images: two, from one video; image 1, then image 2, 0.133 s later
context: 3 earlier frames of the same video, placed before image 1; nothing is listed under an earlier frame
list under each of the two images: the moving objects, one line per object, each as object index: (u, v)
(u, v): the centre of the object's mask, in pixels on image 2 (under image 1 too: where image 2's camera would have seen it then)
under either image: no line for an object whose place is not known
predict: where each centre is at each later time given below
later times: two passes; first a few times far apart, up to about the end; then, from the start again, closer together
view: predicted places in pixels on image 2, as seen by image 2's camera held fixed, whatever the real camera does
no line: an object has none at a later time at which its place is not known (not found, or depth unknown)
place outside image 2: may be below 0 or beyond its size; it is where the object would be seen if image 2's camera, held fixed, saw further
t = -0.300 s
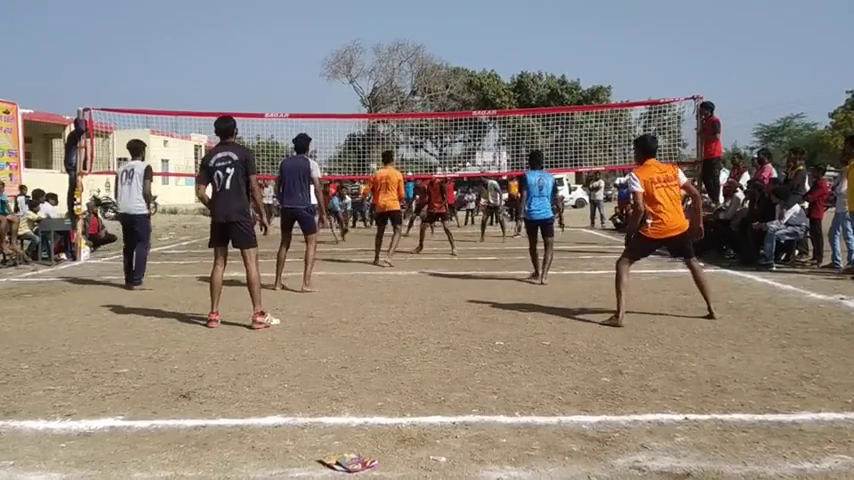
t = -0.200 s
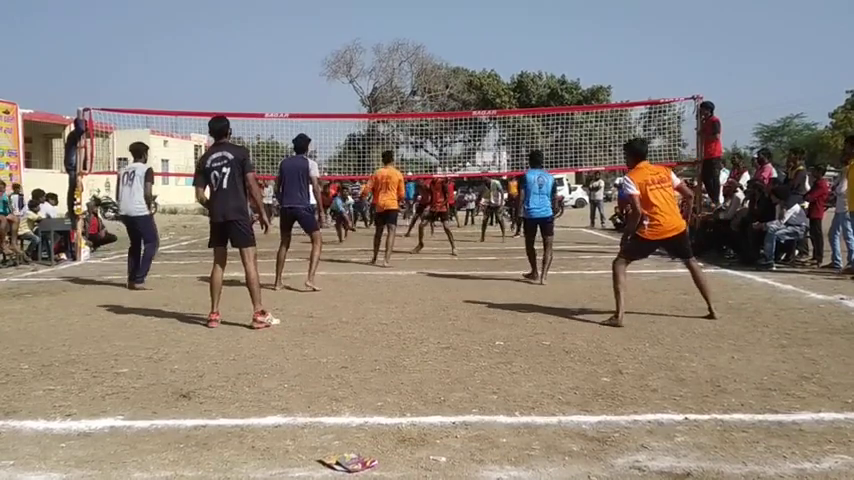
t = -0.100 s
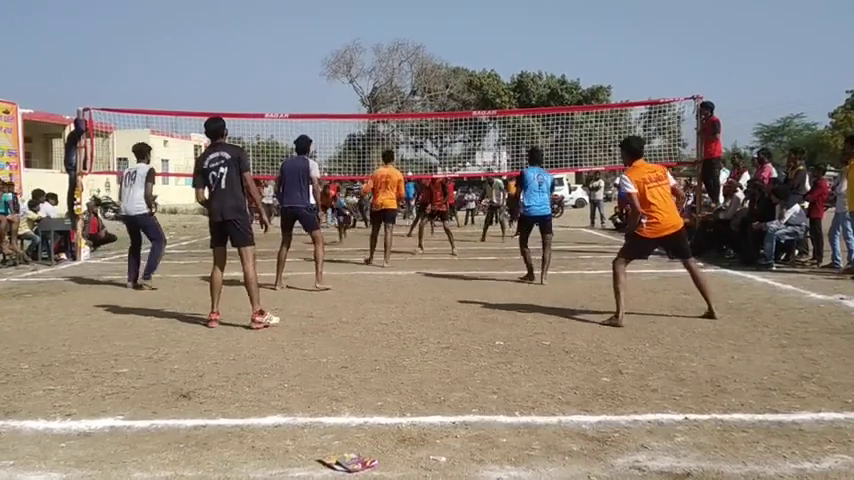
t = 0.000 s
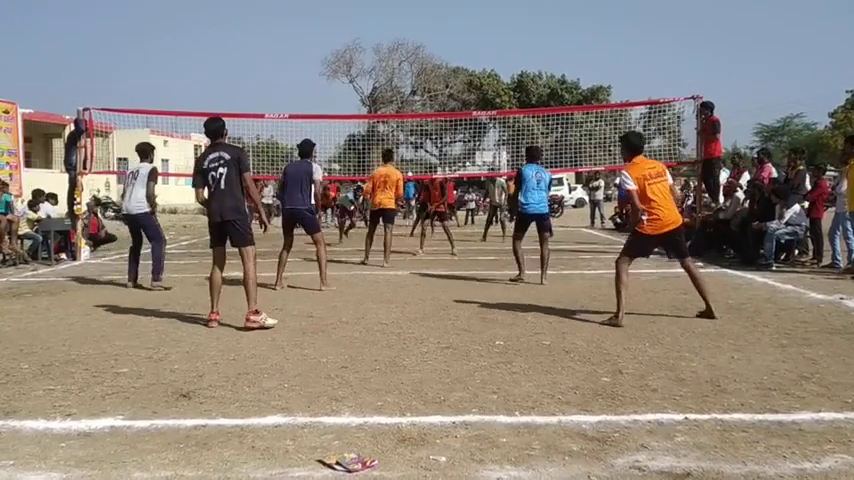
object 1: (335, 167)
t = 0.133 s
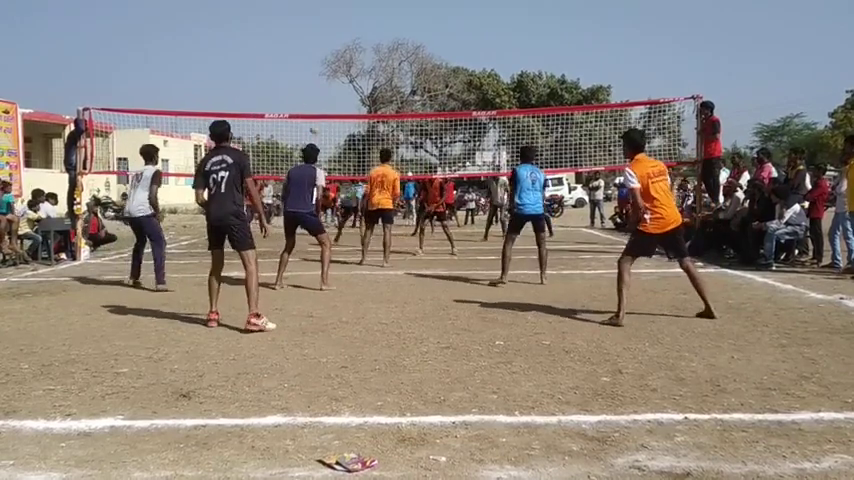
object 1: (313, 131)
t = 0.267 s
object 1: (291, 98)
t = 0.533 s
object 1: (241, 57)
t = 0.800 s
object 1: (181, 54)
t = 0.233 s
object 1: (298, 106)
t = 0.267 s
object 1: (291, 98)
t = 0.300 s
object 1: (286, 91)
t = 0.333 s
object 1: (280, 85)
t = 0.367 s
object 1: (274, 79)
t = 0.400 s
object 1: (267, 74)
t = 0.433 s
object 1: (261, 69)
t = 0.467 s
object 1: (254, 65)
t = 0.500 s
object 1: (248, 61)
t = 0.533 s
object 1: (241, 57)
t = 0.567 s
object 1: (233, 54)
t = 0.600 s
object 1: (226, 53)
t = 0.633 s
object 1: (219, 52)
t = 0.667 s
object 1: (212, 51)
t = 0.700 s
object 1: (204, 50)
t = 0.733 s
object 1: (196, 51)
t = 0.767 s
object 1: (189, 52)
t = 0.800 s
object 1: (181, 54)
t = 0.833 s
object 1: (172, 57)
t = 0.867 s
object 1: (164, 61)
